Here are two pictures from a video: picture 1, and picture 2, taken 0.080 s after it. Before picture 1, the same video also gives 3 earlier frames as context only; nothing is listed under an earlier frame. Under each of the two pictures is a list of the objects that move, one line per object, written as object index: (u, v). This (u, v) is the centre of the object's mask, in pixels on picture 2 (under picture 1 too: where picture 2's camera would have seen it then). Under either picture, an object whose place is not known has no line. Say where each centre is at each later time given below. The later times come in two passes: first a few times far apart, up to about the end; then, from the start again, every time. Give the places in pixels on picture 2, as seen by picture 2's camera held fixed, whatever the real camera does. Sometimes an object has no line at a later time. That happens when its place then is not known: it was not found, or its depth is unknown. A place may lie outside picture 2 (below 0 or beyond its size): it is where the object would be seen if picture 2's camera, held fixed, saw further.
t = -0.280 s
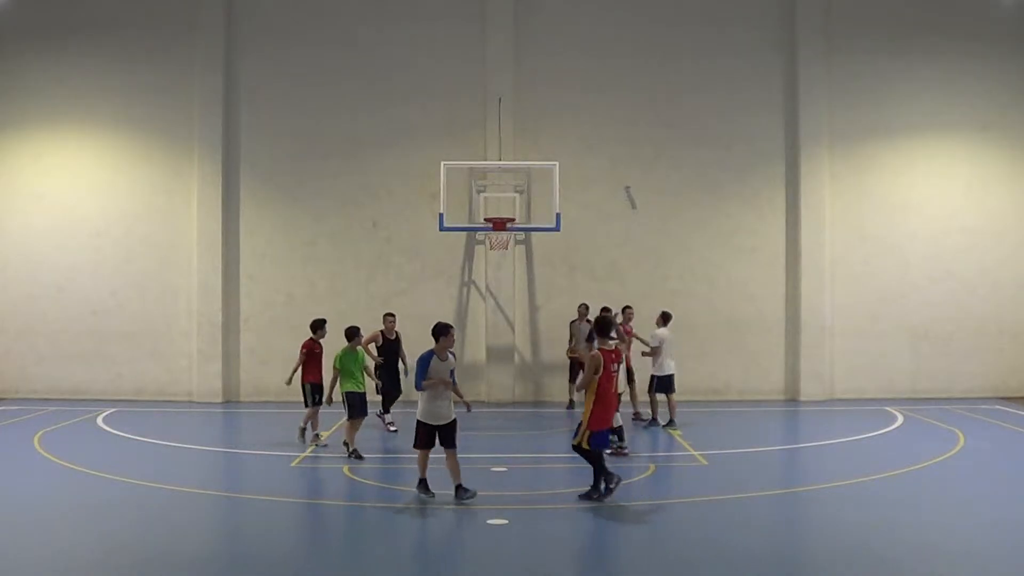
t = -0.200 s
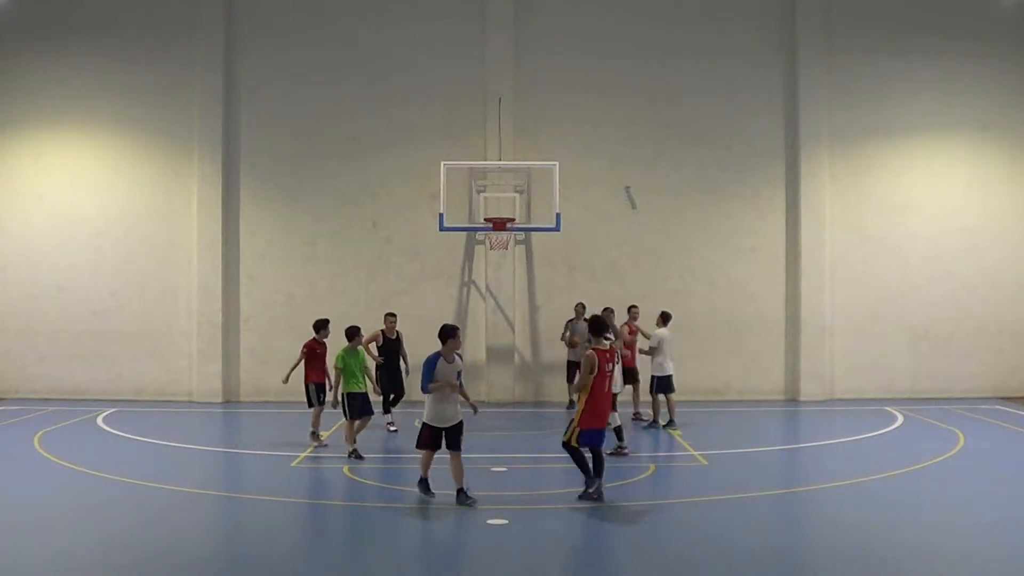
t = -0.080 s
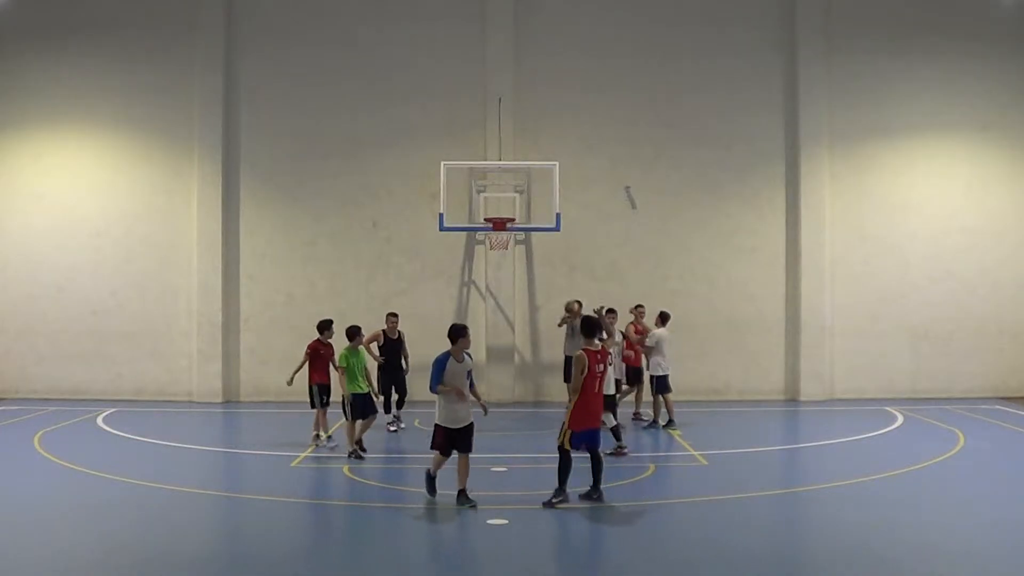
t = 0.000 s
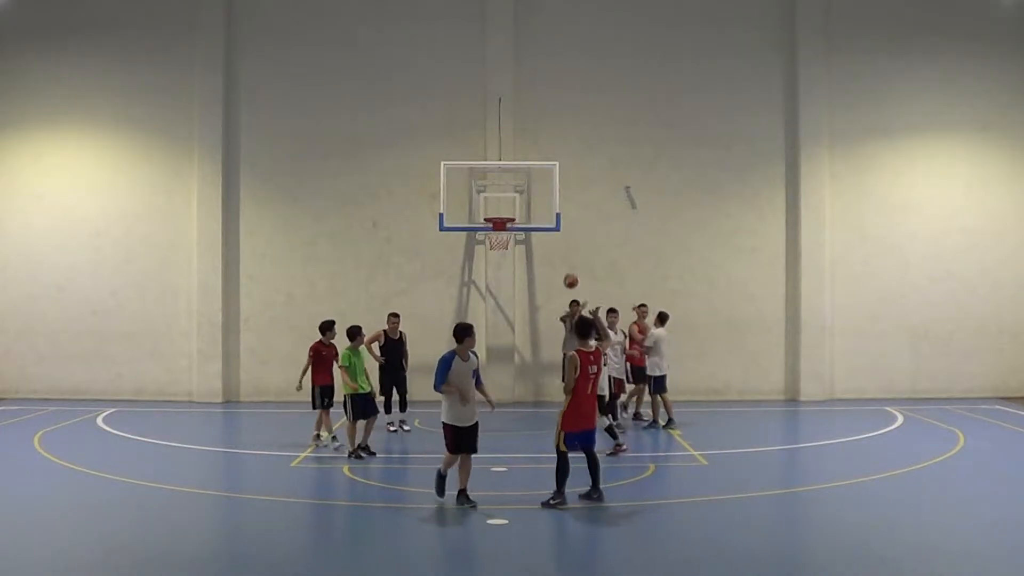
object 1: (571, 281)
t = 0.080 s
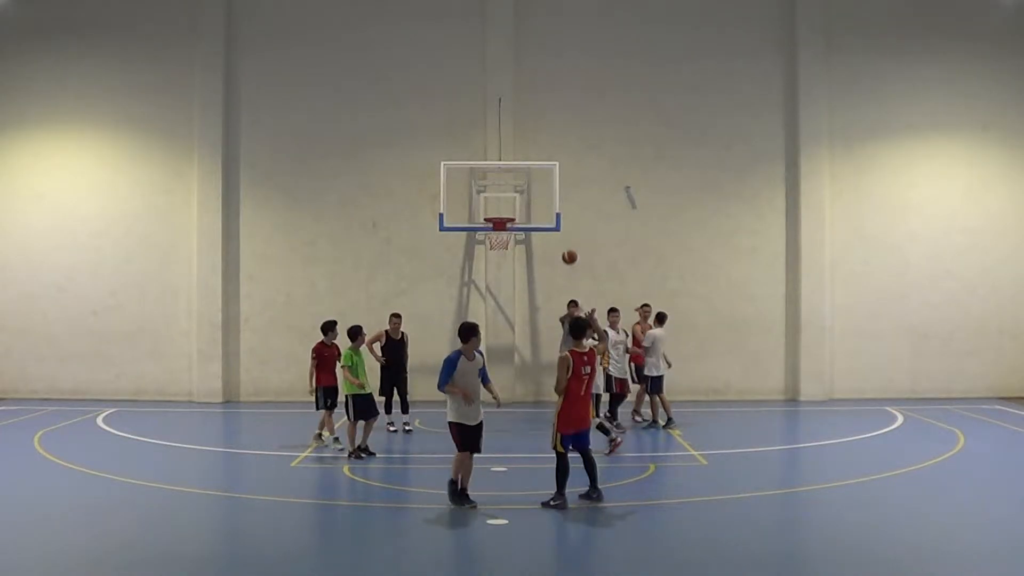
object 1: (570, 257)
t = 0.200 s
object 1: (568, 226)
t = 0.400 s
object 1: (566, 189)
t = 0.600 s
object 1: (563, 176)
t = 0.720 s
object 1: (561, 181)
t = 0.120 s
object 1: (569, 246)
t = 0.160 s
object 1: (568, 235)
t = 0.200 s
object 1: (568, 226)
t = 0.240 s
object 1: (568, 216)
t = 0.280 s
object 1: (567, 208)
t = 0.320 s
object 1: (567, 201)
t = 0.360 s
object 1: (566, 194)
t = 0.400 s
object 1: (566, 189)
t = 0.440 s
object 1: (565, 184)
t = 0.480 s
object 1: (565, 180)
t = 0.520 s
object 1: (564, 178)
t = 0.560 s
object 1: (564, 176)
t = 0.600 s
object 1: (563, 176)
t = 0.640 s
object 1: (563, 176)
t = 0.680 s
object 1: (562, 178)
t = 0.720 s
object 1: (561, 181)
